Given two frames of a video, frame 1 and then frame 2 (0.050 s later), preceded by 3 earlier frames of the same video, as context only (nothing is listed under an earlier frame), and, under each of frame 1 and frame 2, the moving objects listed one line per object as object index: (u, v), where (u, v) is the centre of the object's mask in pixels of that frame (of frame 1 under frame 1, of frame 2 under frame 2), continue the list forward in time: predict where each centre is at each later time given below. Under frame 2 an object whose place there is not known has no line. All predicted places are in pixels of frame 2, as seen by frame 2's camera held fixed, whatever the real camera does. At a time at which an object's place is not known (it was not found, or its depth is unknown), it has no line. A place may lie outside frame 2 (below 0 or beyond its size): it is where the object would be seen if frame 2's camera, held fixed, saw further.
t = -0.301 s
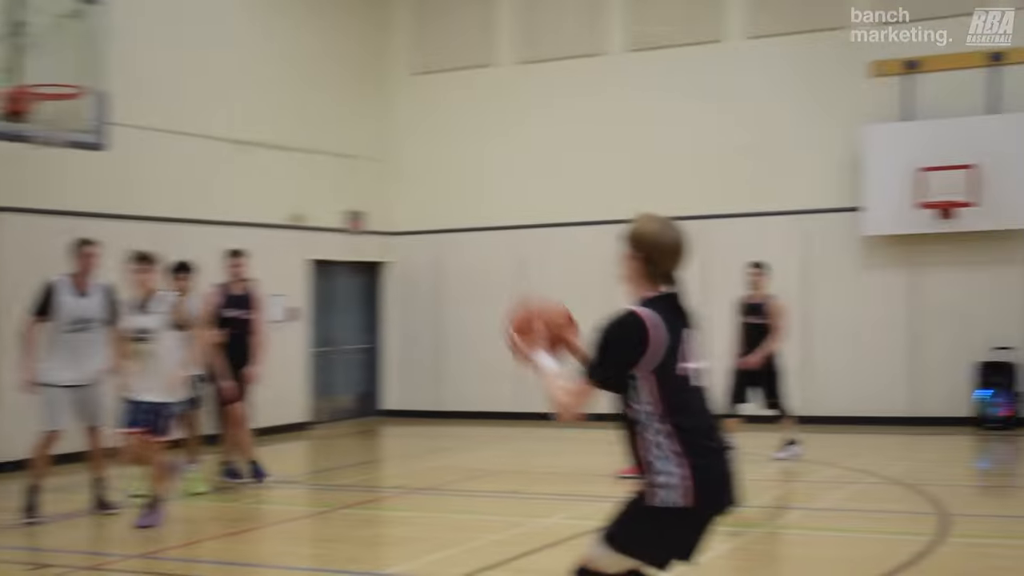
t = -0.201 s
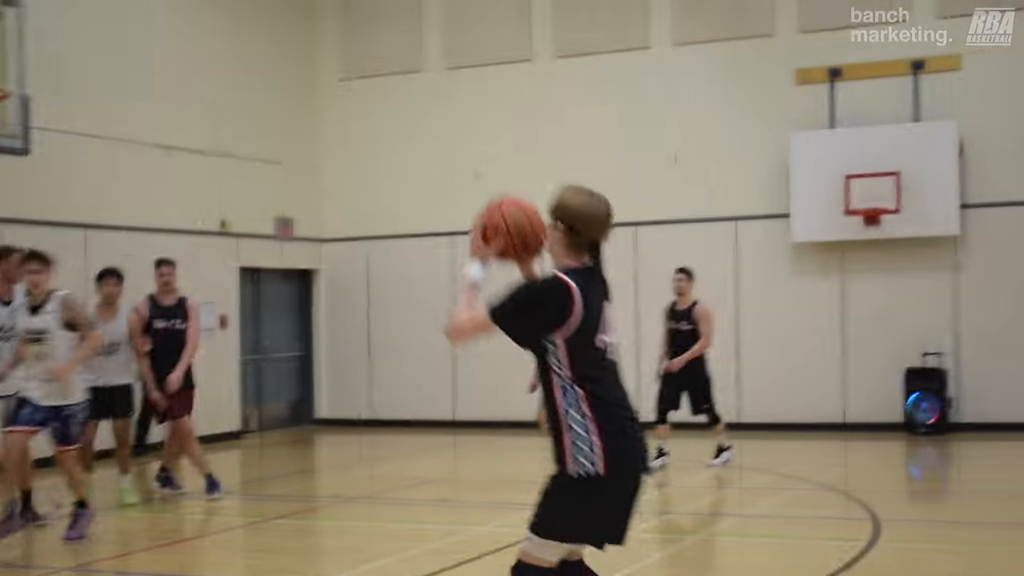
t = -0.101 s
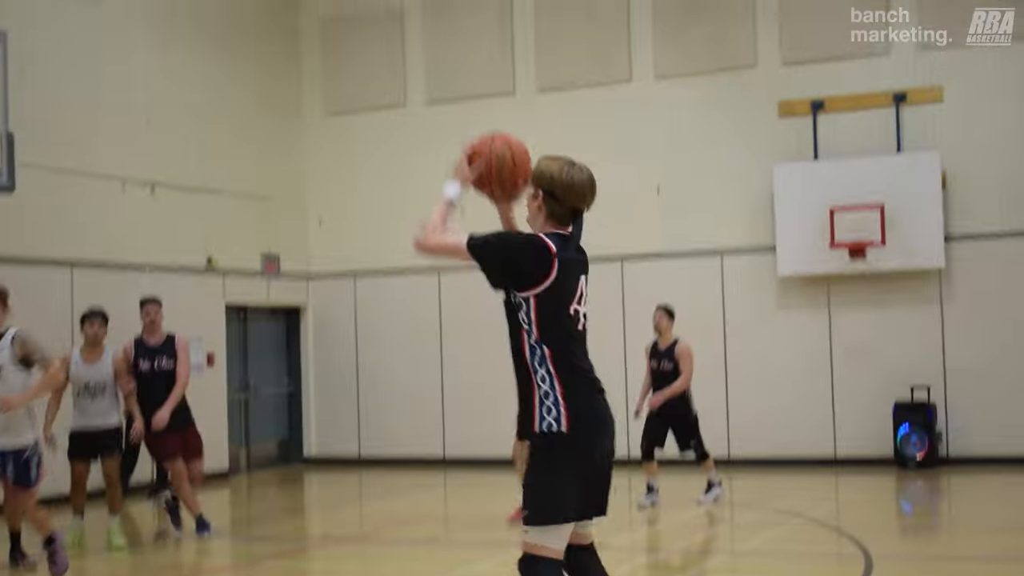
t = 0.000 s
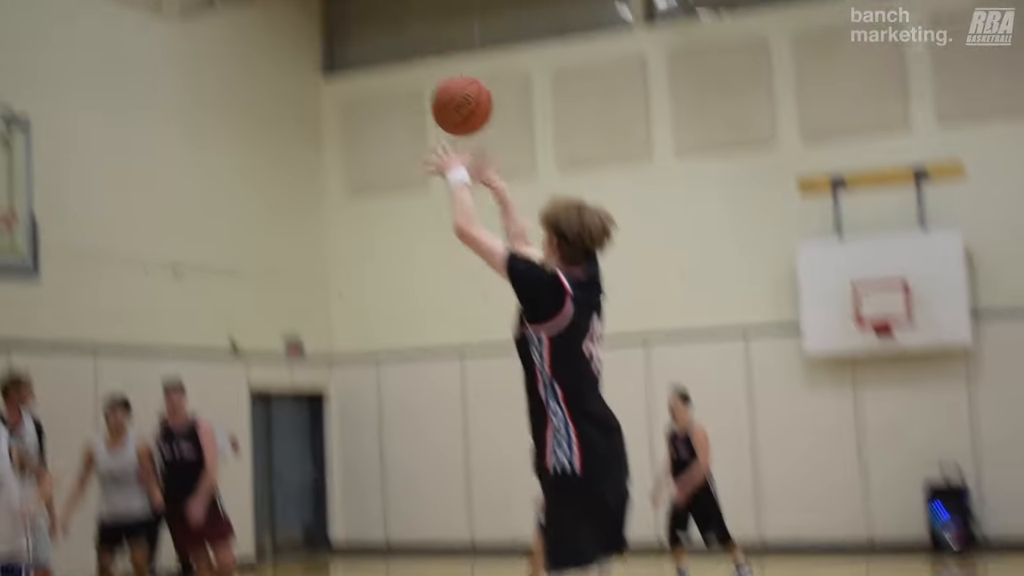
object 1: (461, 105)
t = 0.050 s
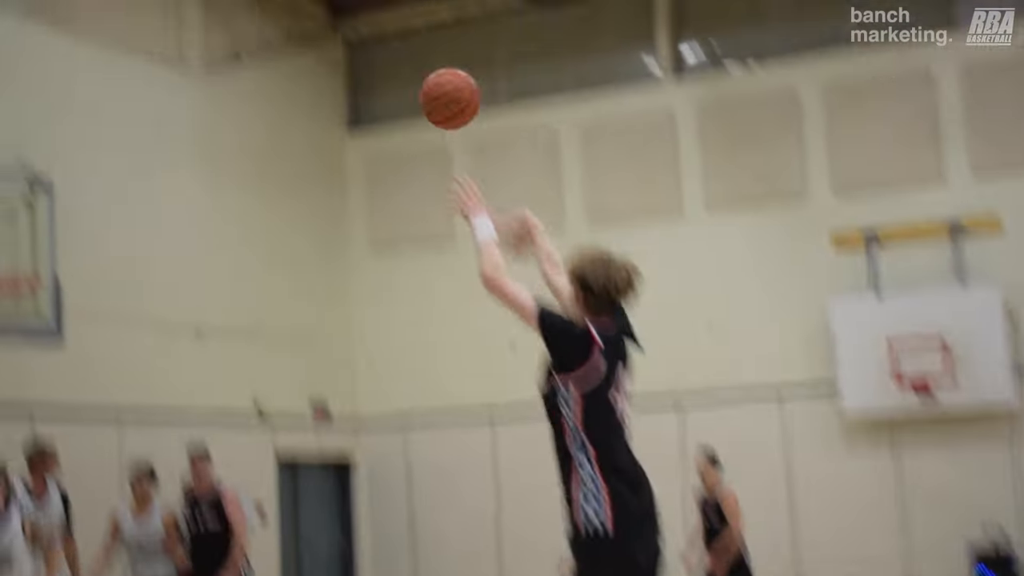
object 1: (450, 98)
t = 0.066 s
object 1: (436, 81)
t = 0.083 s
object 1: (424, 63)
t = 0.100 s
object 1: (413, 48)
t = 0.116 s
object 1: (401, 33)
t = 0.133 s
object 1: (391, 19)
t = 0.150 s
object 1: (380, 5)
